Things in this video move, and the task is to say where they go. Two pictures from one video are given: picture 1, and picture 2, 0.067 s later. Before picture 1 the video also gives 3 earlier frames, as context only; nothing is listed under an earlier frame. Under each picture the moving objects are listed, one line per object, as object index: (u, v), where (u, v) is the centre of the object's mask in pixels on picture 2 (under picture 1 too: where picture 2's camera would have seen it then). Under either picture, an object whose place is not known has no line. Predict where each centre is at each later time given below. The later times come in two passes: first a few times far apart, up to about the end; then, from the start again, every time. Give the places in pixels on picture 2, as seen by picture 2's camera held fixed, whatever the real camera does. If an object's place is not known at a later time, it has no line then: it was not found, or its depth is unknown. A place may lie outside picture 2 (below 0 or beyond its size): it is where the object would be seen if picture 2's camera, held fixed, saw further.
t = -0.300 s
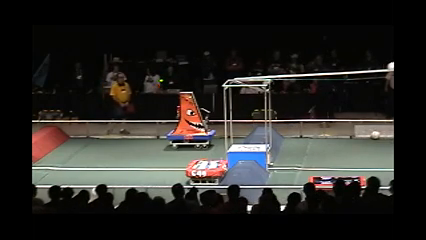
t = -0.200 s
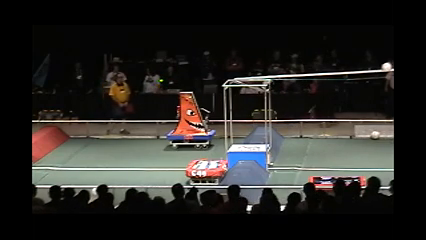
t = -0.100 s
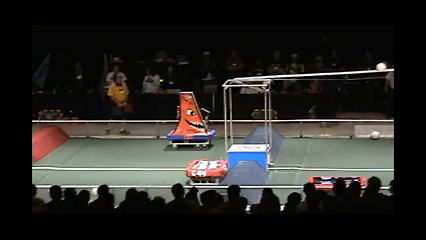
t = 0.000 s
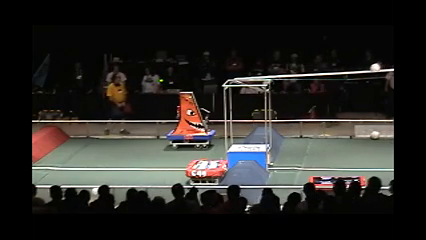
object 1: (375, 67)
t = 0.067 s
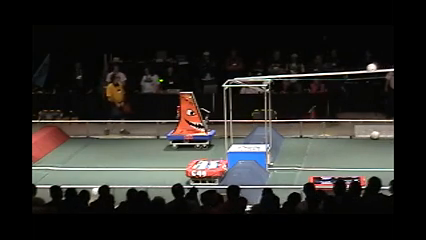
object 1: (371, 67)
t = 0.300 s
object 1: (358, 68)
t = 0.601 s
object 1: (340, 70)
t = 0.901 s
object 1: (323, 70)
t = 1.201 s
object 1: (306, 71)
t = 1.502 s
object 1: (288, 71)
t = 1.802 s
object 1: (271, 73)
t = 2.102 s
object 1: (254, 74)
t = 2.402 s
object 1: (236, 75)
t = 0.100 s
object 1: (369, 67)
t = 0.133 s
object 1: (367, 67)
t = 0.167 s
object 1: (365, 67)
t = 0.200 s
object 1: (363, 68)
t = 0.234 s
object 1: (362, 68)
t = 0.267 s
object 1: (360, 68)
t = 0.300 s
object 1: (358, 68)
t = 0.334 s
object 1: (356, 68)
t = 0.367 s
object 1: (354, 68)
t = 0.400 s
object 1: (352, 68)
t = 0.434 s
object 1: (350, 69)
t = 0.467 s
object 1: (348, 69)
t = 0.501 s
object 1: (346, 69)
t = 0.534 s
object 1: (344, 69)
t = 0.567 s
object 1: (342, 69)
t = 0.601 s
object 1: (340, 70)
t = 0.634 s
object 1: (338, 69)
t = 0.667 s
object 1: (336, 69)
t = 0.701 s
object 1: (334, 69)
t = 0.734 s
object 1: (333, 69)
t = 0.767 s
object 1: (330, 70)
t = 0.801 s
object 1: (329, 70)
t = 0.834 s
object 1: (327, 70)
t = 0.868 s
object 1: (325, 70)
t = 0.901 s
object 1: (323, 70)
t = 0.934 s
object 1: (321, 70)
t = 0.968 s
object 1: (319, 70)
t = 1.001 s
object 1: (317, 70)
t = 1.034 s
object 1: (315, 70)
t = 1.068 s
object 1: (313, 70)
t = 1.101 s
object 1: (312, 71)
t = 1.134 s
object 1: (310, 71)
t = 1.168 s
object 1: (308, 71)
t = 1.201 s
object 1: (306, 71)
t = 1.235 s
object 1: (304, 71)
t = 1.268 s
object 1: (302, 71)
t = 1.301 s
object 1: (300, 71)
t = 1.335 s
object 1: (298, 71)
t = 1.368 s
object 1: (296, 71)
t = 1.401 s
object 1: (294, 71)
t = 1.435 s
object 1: (292, 71)
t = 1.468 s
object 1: (290, 71)
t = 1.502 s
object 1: (288, 71)
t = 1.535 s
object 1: (287, 72)
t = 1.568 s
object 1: (285, 72)
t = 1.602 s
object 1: (283, 72)
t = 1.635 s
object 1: (281, 72)
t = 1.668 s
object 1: (279, 72)
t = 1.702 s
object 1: (277, 73)
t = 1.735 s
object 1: (275, 73)
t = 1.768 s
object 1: (273, 73)
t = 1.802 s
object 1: (271, 73)
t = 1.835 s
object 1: (269, 73)
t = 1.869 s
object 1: (267, 73)
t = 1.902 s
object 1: (265, 73)
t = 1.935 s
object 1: (263, 74)
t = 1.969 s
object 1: (261, 74)
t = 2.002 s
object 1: (259, 74)
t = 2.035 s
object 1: (257, 74)
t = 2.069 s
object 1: (255, 74)
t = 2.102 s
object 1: (254, 74)
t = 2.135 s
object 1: (251, 74)
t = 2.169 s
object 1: (250, 74)
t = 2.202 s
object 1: (248, 74)
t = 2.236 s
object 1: (245, 74)
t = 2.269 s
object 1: (244, 75)
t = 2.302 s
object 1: (242, 75)
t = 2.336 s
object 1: (240, 75)
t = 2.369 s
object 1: (238, 75)
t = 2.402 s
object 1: (236, 75)
